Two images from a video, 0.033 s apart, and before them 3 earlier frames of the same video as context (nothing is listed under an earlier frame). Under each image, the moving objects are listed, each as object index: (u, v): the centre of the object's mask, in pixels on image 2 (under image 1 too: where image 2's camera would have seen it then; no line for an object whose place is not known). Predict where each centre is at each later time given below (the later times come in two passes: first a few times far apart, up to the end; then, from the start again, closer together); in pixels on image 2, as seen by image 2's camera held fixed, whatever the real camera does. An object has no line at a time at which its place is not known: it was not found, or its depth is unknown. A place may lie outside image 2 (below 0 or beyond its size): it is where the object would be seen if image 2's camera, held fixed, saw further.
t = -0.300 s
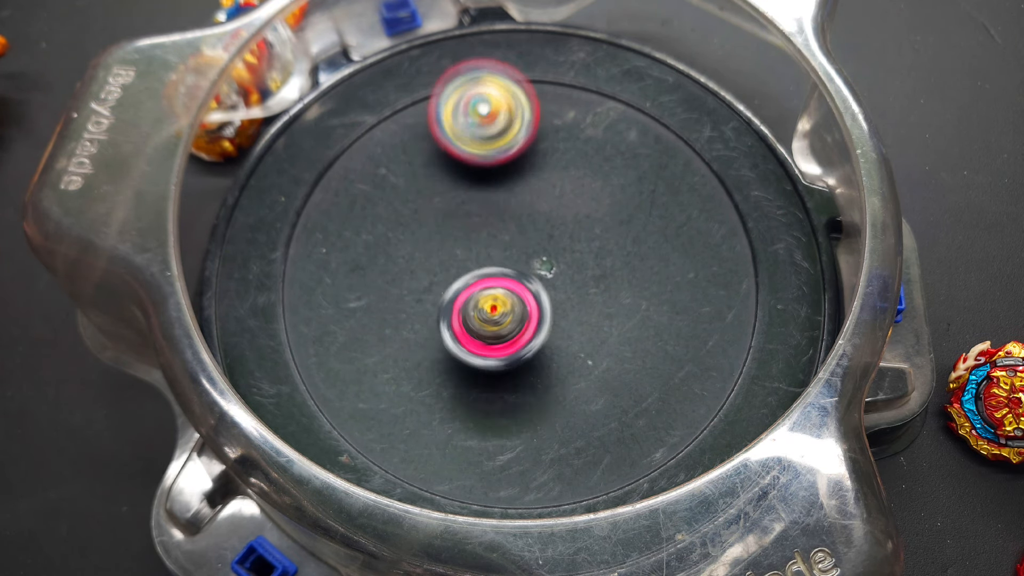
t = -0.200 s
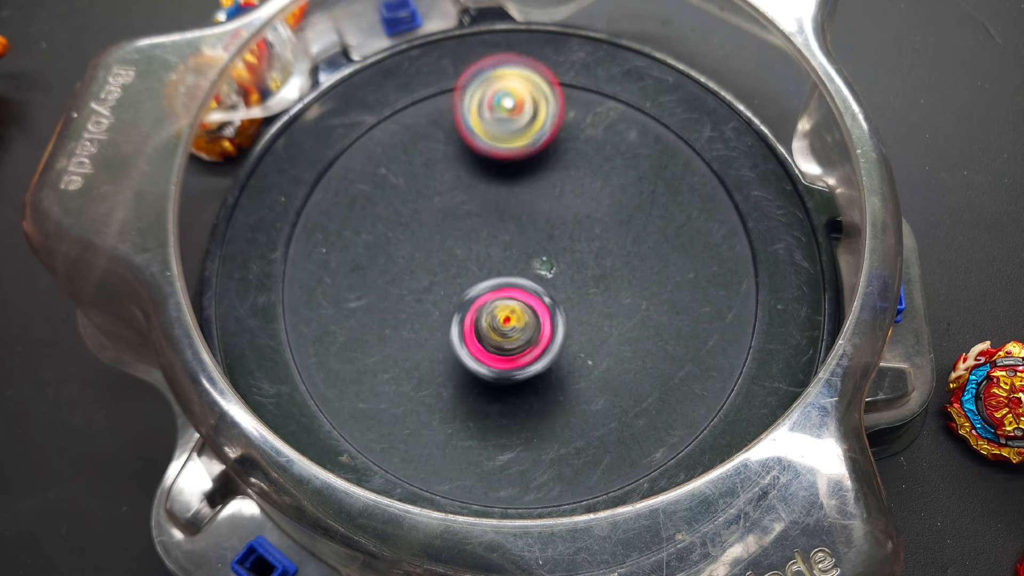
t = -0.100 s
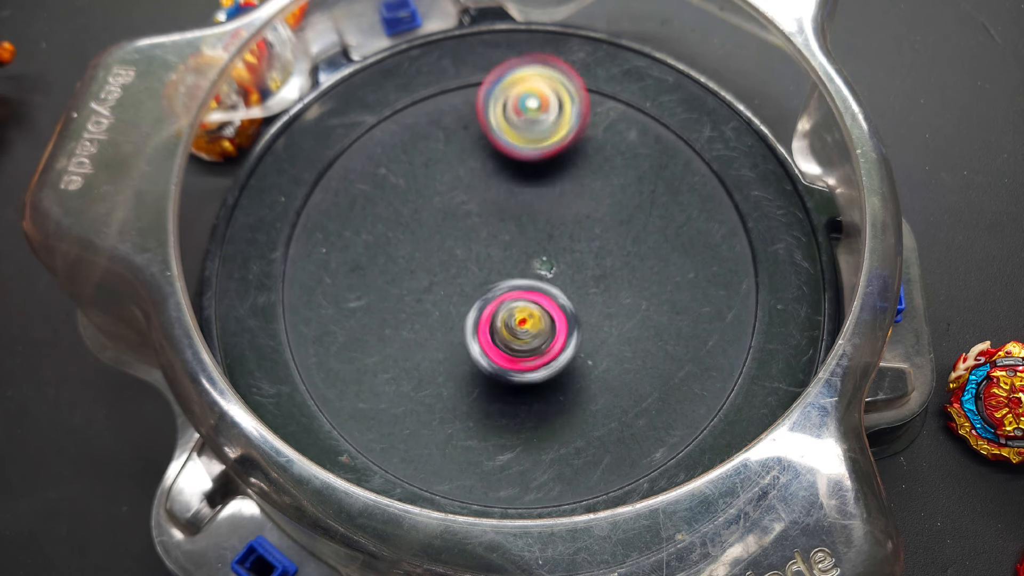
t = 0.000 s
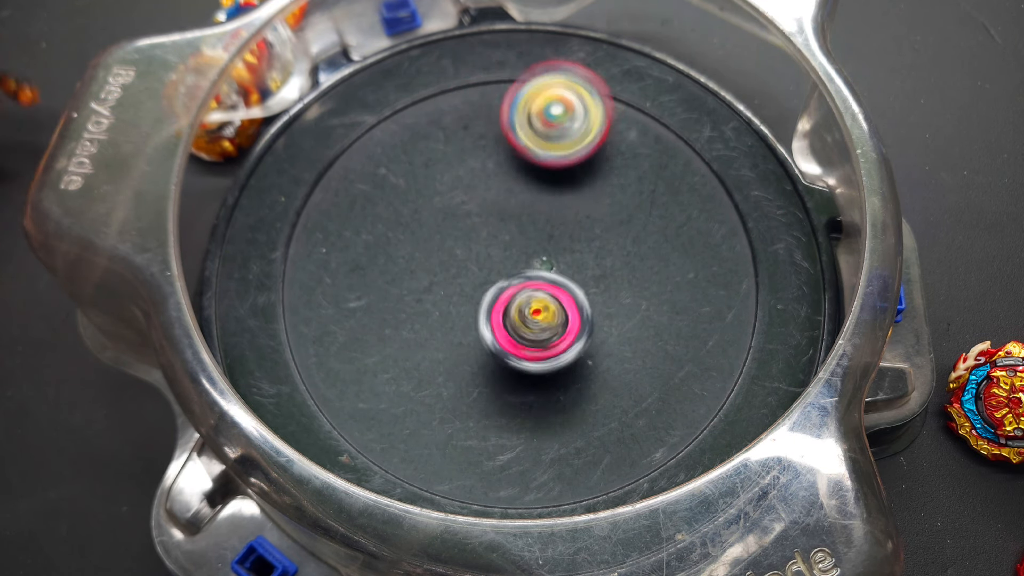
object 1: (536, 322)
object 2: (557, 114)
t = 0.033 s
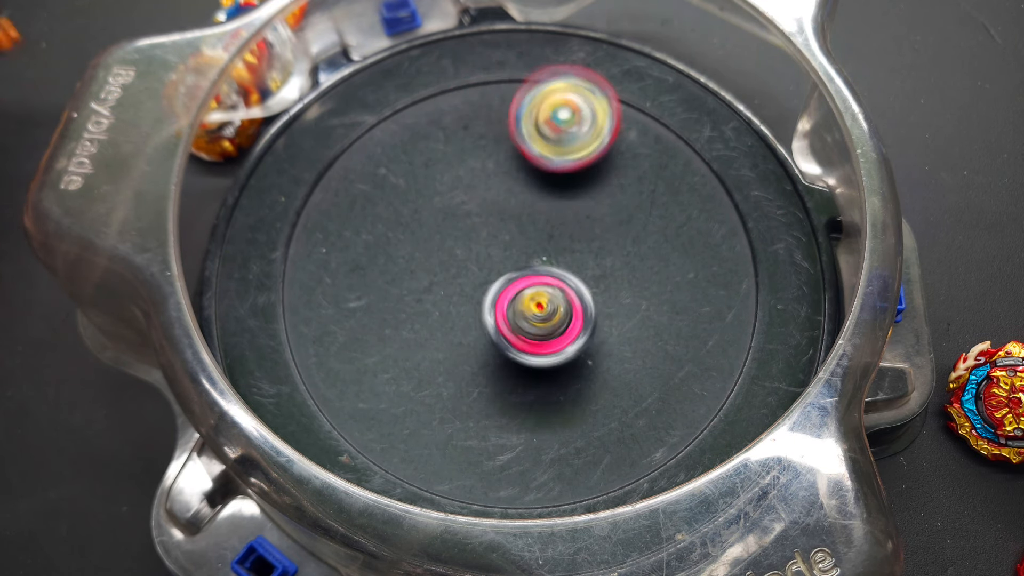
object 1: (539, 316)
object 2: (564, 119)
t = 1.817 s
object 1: (560, 272)
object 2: (438, 325)
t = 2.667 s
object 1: (464, 274)
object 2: (485, 168)
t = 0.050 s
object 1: (539, 313)
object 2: (567, 122)
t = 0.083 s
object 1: (542, 307)
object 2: (574, 127)
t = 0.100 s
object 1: (541, 304)
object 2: (576, 131)
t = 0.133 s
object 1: (542, 296)
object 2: (580, 139)
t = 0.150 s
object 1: (541, 293)
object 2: (581, 143)
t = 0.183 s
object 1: (541, 286)
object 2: (583, 153)
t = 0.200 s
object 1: (539, 282)
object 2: (584, 158)
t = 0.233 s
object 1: (538, 276)
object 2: (584, 169)
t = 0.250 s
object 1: (536, 273)
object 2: (584, 176)
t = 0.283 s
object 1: (514, 288)
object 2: (597, 172)
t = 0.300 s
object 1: (503, 295)
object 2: (604, 171)
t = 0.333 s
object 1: (484, 307)
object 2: (613, 175)
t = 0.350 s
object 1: (477, 311)
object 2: (617, 178)
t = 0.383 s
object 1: (465, 317)
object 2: (623, 184)
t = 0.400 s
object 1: (461, 319)
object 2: (624, 186)
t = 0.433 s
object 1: (456, 322)
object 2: (627, 193)
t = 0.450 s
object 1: (453, 322)
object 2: (628, 196)
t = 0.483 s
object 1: (447, 325)
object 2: (629, 203)
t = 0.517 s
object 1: (441, 326)
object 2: (629, 210)
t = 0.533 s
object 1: (438, 326)
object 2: (630, 216)
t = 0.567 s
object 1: (432, 327)
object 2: (630, 224)
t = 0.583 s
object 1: (429, 326)
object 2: (629, 229)
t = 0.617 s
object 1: (424, 326)
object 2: (628, 239)
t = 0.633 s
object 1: (421, 325)
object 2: (627, 243)
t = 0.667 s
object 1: (417, 323)
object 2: (626, 251)
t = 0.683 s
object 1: (415, 321)
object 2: (625, 257)
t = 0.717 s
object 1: (412, 318)
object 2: (624, 266)
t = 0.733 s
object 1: (411, 315)
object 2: (622, 270)
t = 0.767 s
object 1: (410, 311)
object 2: (620, 279)
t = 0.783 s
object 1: (410, 308)
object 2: (619, 283)
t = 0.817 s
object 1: (412, 304)
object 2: (616, 290)
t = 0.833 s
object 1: (411, 301)
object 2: (614, 294)
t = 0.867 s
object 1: (415, 296)
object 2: (611, 301)
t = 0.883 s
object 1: (416, 293)
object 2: (608, 305)
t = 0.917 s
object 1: (421, 289)
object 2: (605, 311)
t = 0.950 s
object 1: (424, 283)
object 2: (600, 317)
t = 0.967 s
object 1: (427, 282)
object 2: (597, 319)
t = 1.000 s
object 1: (432, 277)
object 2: (592, 325)
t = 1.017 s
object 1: (436, 275)
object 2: (589, 327)
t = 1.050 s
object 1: (441, 271)
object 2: (582, 331)
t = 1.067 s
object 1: (445, 270)
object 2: (578, 334)
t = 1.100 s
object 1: (450, 267)
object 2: (572, 337)
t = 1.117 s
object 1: (455, 265)
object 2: (566, 338)
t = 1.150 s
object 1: (461, 263)
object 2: (558, 341)
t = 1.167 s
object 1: (465, 262)
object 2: (554, 342)
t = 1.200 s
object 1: (471, 260)
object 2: (545, 344)
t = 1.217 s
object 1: (473, 257)
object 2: (542, 348)
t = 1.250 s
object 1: (477, 245)
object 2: (539, 358)
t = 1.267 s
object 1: (479, 240)
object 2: (535, 363)
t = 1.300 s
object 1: (485, 235)
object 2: (528, 367)
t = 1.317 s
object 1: (490, 233)
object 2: (526, 368)
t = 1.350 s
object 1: (495, 233)
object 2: (520, 372)
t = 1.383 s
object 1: (501, 231)
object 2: (514, 374)
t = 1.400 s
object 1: (503, 231)
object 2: (512, 374)
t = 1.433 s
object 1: (511, 230)
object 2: (505, 375)
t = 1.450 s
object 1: (514, 231)
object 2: (503, 375)
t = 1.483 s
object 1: (520, 231)
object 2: (496, 374)
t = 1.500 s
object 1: (522, 232)
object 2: (492, 374)
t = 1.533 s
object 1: (528, 233)
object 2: (486, 372)
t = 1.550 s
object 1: (530, 235)
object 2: (482, 370)
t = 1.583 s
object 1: (536, 237)
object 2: (475, 367)
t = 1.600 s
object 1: (538, 240)
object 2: (471, 364)
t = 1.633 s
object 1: (543, 242)
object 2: (465, 360)
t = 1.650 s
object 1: (545, 245)
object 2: (463, 358)
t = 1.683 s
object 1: (550, 248)
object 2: (456, 352)
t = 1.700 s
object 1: (553, 252)
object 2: (454, 350)
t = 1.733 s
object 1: (555, 257)
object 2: (448, 343)
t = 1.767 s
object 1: (557, 263)
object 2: (443, 336)
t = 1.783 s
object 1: (558, 265)
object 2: (441, 333)
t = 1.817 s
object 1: (560, 272)
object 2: (438, 325)
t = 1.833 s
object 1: (560, 274)
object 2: (435, 321)
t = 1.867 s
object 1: (560, 279)
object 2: (432, 314)
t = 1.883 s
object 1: (560, 282)
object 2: (430, 309)
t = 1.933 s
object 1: (558, 290)
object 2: (427, 298)
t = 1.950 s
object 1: (557, 292)
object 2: (426, 296)
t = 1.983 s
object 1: (555, 297)
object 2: (424, 288)
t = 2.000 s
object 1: (554, 300)
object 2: (423, 284)
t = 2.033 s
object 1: (551, 304)
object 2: (422, 278)
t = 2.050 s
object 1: (549, 307)
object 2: (421, 273)
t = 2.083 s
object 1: (544, 309)
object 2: (421, 267)
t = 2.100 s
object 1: (542, 311)
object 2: (422, 264)
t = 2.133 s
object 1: (536, 313)
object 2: (422, 257)
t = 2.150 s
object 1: (533, 315)
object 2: (423, 255)
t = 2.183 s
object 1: (527, 316)
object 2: (425, 247)
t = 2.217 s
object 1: (520, 317)
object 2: (426, 241)
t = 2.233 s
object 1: (518, 317)
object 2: (428, 238)
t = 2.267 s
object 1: (511, 316)
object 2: (431, 232)
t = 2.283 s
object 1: (509, 315)
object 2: (432, 229)
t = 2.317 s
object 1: (503, 313)
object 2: (437, 223)
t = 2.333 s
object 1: (500, 313)
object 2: (438, 218)
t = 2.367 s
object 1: (494, 312)
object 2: (441, 211)
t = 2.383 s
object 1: (490, 310)
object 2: (443, 207)
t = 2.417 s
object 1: (486, 307)
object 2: (447, 201)
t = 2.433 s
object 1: (484, 306)
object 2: (450, 199)
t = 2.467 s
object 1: (481, 301)
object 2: (454, 193)
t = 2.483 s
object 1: (478, 299)
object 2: (457, 191)
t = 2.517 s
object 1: (474, 293)
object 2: (461, 186)
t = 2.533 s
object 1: (473, 292)
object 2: (464, 185)
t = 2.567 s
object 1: (470, 288)
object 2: (469, 181)
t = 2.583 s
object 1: (469, 285)
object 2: (471, 179)
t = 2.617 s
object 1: (467, 280)
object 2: (477, 175)
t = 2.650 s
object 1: (465, 275)
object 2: (482, 170)
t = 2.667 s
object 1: (464, 274)
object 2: (485, 168)
